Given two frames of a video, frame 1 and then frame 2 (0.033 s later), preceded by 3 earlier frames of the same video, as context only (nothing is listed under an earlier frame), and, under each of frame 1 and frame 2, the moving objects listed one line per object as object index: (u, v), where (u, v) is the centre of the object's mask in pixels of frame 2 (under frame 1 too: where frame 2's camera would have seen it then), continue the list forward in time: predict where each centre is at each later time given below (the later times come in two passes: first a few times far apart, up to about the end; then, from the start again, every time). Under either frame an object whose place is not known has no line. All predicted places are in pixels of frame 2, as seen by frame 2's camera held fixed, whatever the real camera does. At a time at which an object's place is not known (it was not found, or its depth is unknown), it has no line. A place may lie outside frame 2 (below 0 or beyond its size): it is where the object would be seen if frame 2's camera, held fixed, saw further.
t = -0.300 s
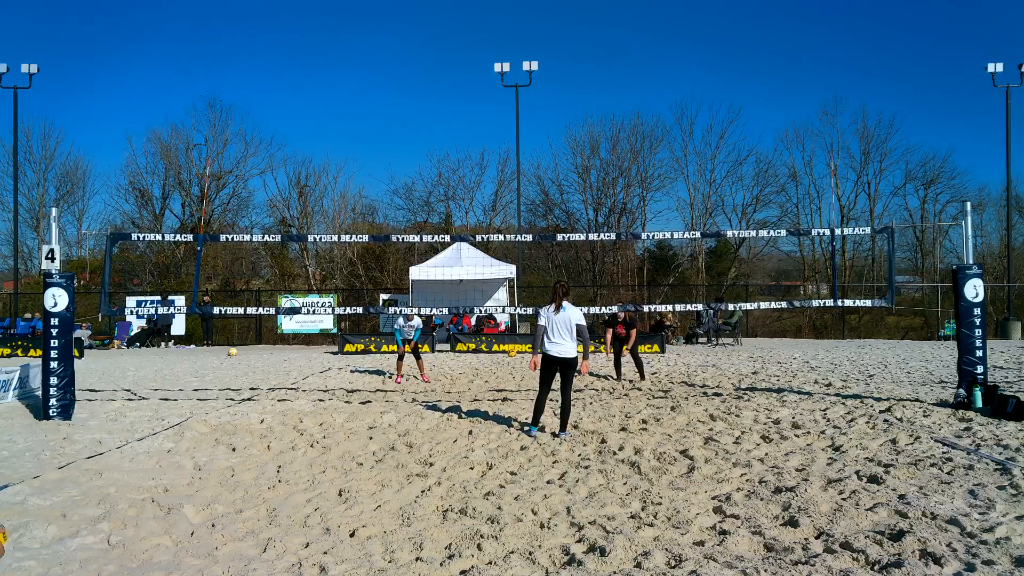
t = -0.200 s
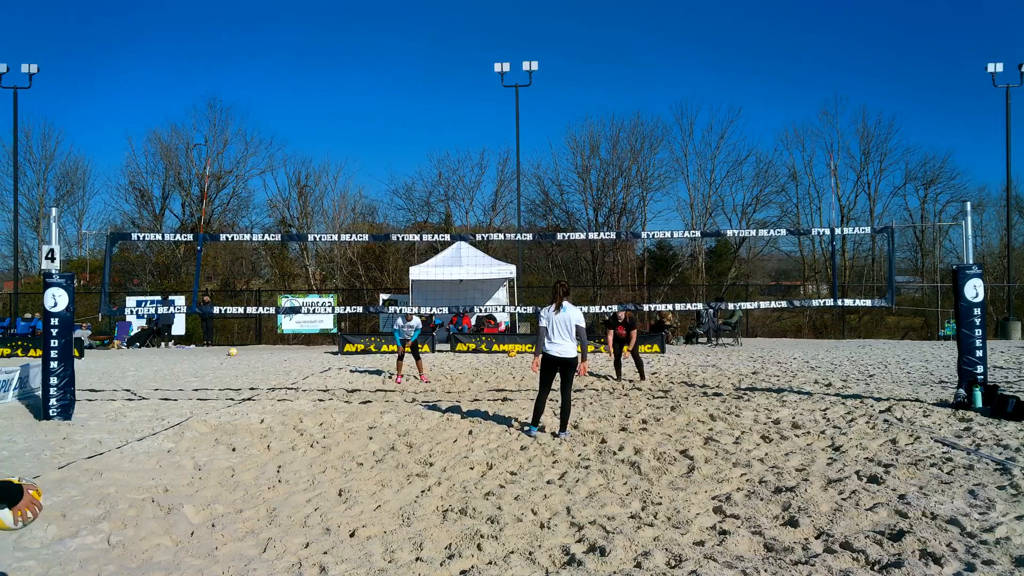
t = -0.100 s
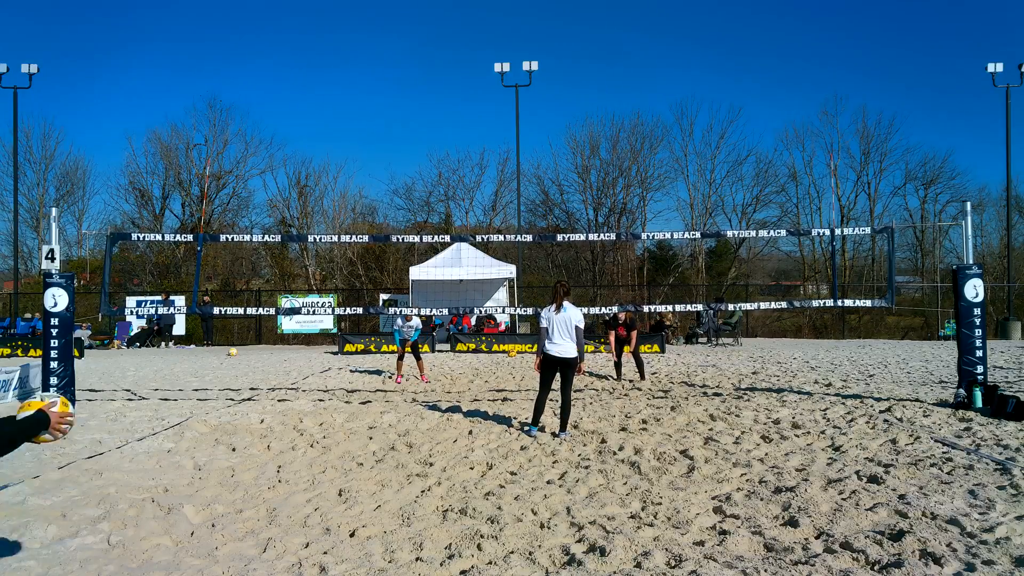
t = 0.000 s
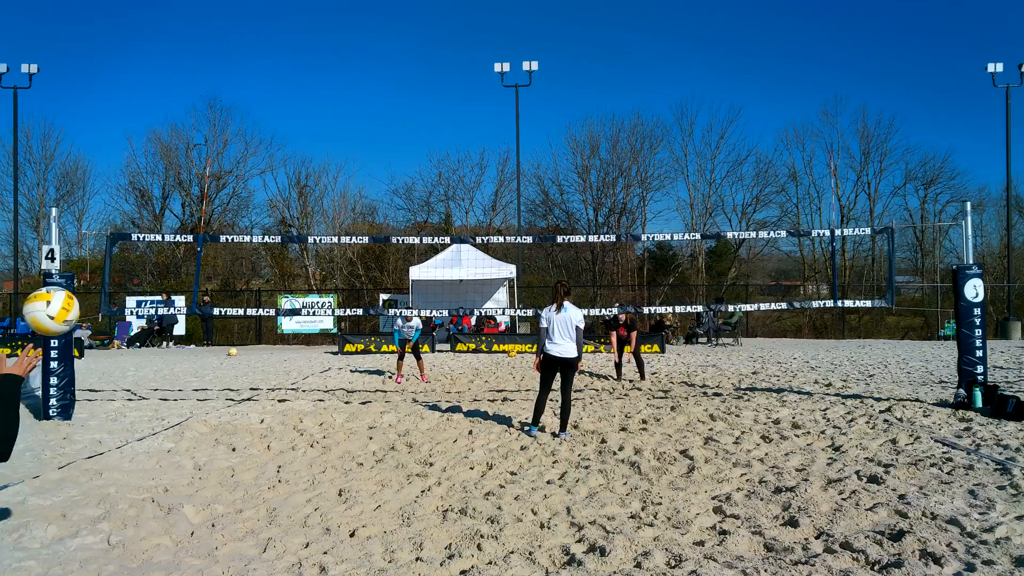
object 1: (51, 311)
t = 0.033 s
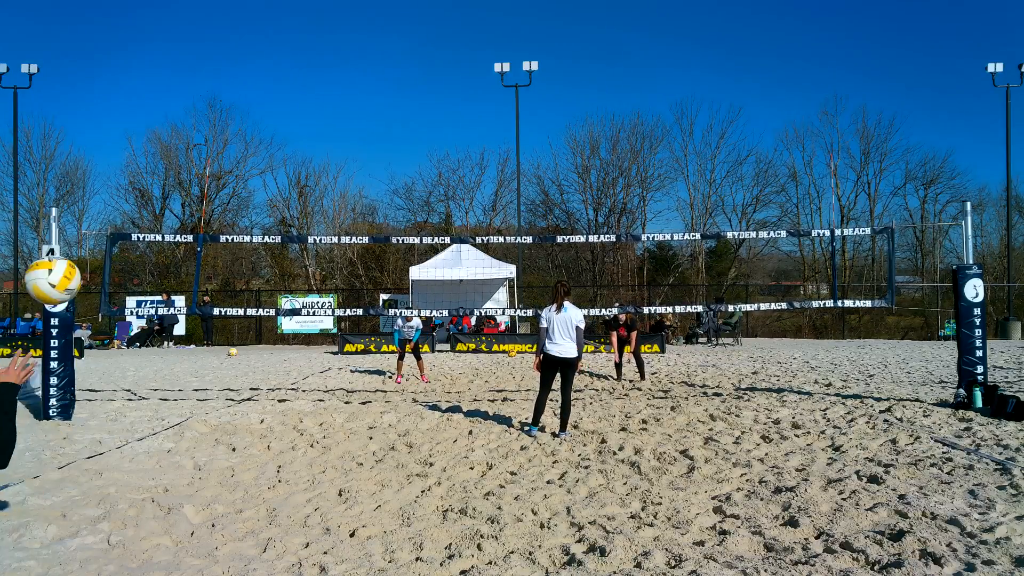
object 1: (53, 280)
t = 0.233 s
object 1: (61, 148)
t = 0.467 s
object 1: (71, 107)
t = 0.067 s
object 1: (54, 252)
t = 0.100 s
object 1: (56, 226)
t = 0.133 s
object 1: (57, 202)
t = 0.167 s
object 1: (59, 182)
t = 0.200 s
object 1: (60, 163)
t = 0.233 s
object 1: (61, 148)
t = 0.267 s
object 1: (63, 134)
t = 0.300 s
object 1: (64, 124)
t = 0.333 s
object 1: (66, 115)
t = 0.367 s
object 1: (67, 110)
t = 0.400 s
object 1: (68, 106)
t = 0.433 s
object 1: (70, 105)
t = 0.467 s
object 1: (71, 107)
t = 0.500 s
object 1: (73, 111)
